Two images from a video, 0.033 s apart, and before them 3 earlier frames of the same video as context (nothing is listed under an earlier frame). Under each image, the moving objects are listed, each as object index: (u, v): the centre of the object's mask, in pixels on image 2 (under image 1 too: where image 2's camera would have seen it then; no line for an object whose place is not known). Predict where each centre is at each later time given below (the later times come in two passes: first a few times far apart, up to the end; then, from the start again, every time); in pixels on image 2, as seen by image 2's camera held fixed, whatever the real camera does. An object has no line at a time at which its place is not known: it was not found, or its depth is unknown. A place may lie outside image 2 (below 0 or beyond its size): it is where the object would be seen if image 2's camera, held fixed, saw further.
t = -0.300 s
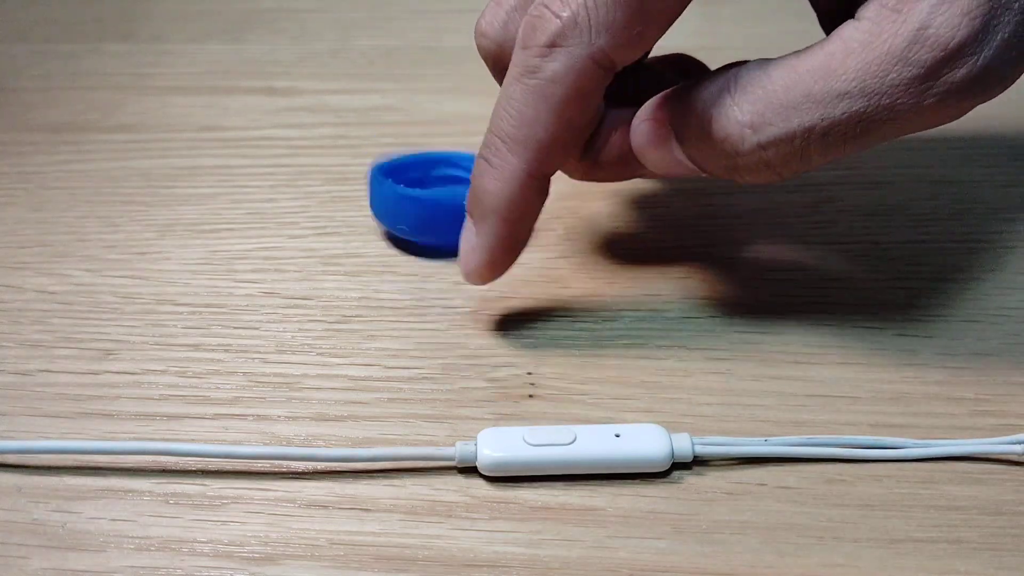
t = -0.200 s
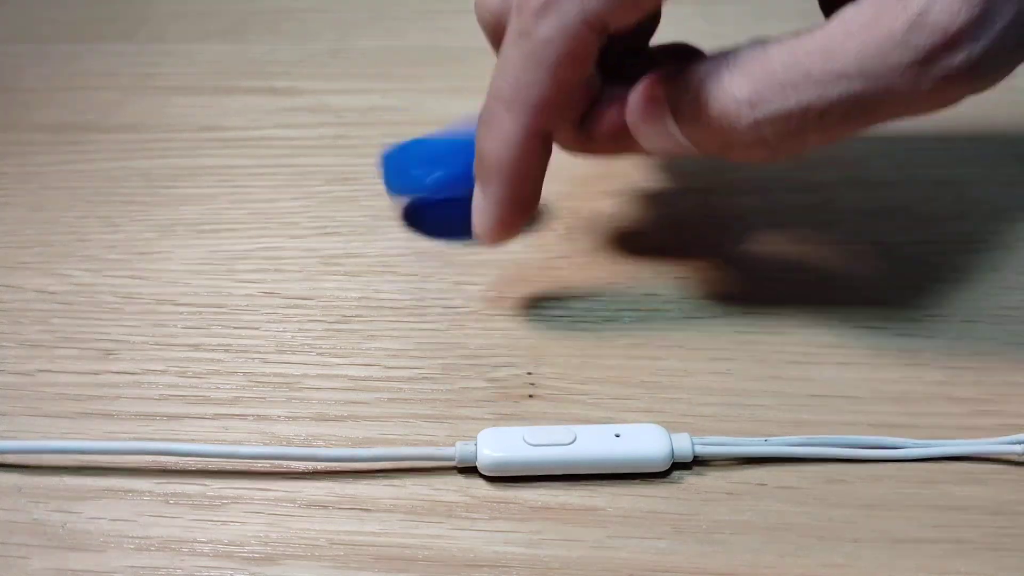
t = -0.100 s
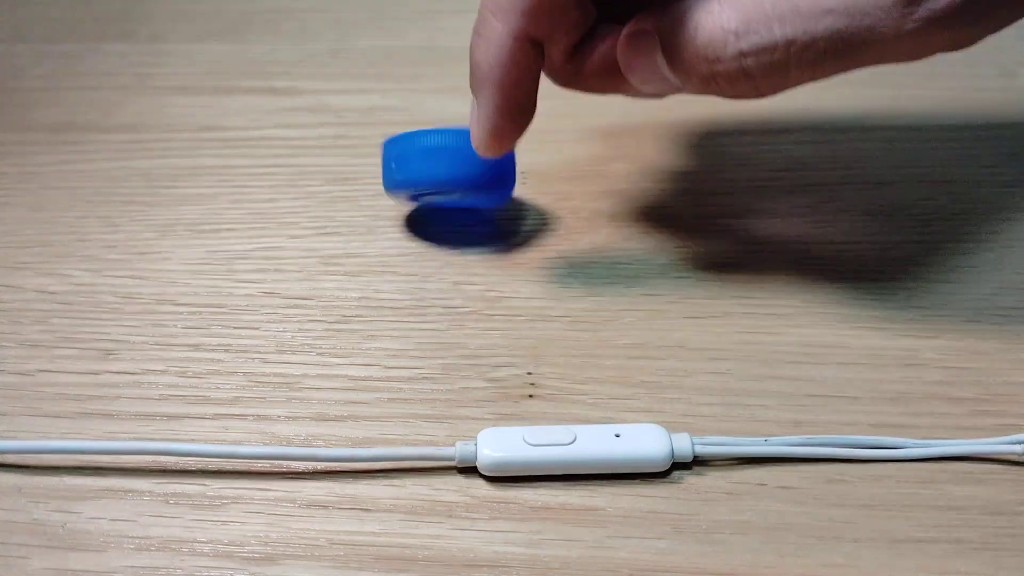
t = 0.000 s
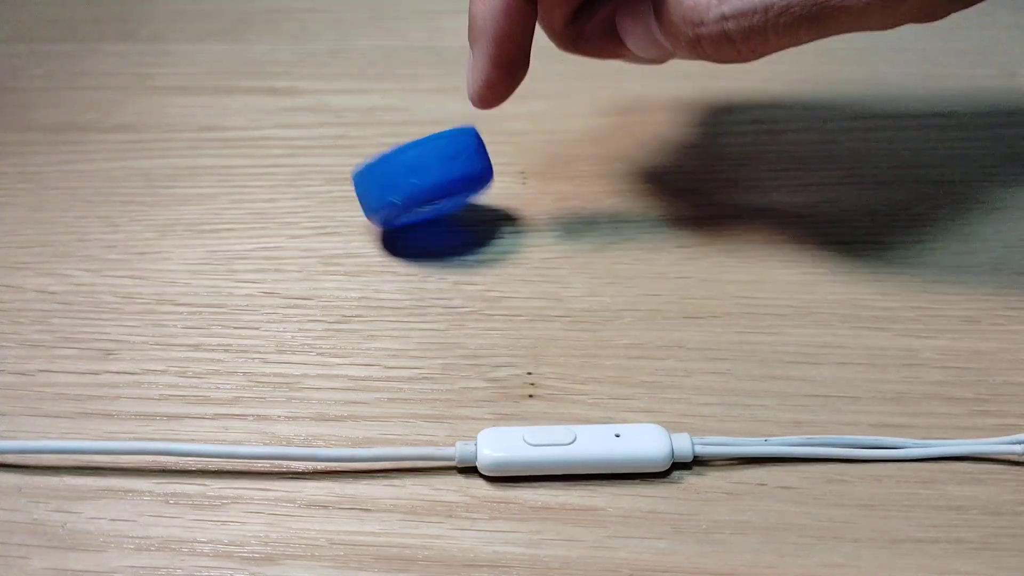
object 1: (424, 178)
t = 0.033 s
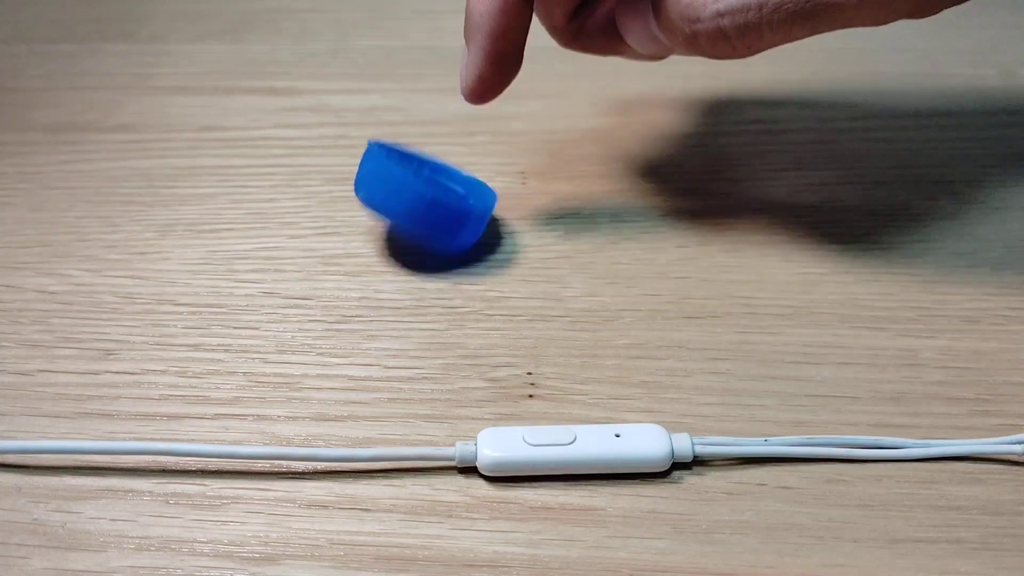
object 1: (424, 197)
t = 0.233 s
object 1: (352, 191)
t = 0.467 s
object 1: (286, 190)
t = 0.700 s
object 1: (247, 169)
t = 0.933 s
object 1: (240, 152)
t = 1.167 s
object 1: (260, 126)
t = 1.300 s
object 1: (273, 116)
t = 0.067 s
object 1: (407, 200)
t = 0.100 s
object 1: (392, 191)
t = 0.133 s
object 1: (391, 191)
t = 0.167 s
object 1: (376, 211)
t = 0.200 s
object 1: (358, 205)
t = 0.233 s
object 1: (352, 191)
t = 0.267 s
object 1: (344, 206)
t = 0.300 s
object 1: (324, 209)
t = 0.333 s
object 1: (317, 193)
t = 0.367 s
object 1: (313, 198)
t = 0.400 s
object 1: (298, 204)
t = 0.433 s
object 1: (289, 195)
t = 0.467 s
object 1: (286, 190)
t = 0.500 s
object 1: (275, 196)
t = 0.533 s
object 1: (264, 192)
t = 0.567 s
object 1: (263, 180)
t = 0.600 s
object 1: (257, 182)
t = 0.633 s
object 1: (246, 187)
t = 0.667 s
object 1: (248, 172)
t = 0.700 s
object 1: (247, 169)
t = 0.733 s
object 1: (238, 174)
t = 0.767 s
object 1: (242, 163)
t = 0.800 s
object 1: (244, 158)
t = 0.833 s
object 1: (237, 162)
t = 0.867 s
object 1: (242, 155)
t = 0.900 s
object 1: (244, 148)
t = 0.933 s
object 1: (240, 152)
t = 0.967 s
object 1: (246, 145)
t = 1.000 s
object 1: (249, 139)
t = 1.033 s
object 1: (245, 143)
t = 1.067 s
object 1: (252, 136)
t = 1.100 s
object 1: (254, 130)
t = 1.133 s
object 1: (253, 136)
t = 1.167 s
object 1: (260, 126)
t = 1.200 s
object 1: (262, 122)
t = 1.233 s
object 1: (264, 127)
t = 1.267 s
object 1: (271, 117)
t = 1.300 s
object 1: (273, 116)
